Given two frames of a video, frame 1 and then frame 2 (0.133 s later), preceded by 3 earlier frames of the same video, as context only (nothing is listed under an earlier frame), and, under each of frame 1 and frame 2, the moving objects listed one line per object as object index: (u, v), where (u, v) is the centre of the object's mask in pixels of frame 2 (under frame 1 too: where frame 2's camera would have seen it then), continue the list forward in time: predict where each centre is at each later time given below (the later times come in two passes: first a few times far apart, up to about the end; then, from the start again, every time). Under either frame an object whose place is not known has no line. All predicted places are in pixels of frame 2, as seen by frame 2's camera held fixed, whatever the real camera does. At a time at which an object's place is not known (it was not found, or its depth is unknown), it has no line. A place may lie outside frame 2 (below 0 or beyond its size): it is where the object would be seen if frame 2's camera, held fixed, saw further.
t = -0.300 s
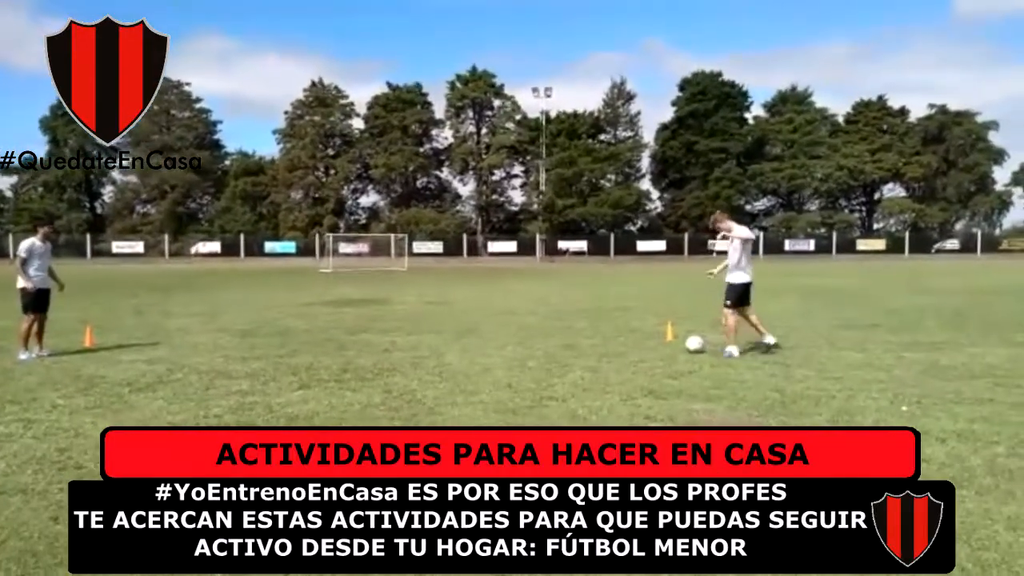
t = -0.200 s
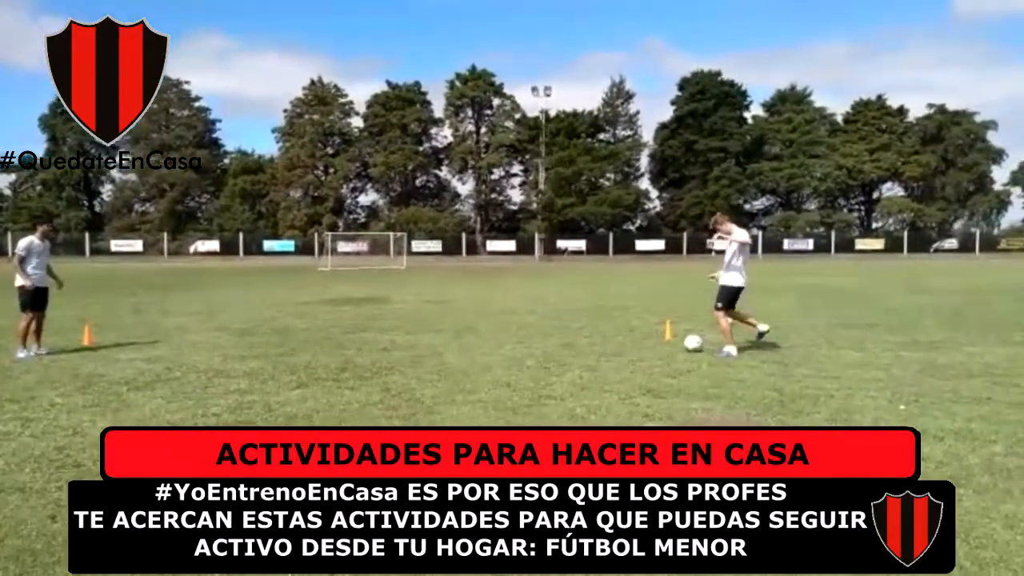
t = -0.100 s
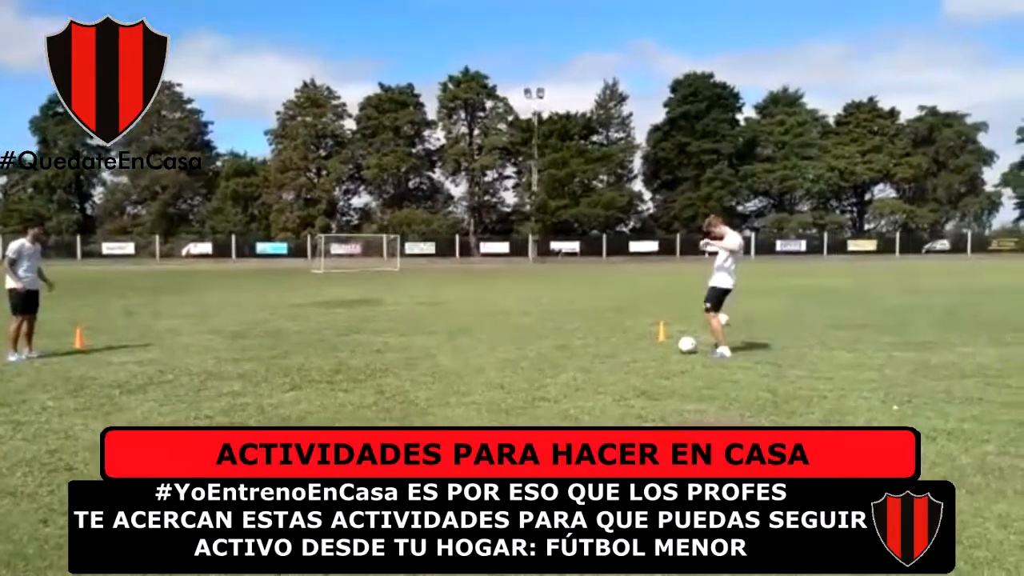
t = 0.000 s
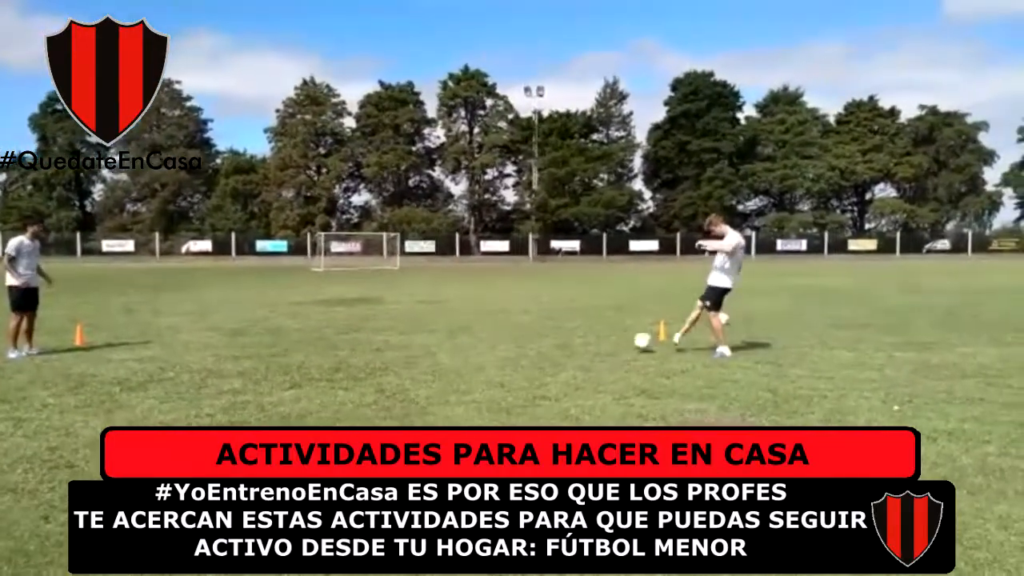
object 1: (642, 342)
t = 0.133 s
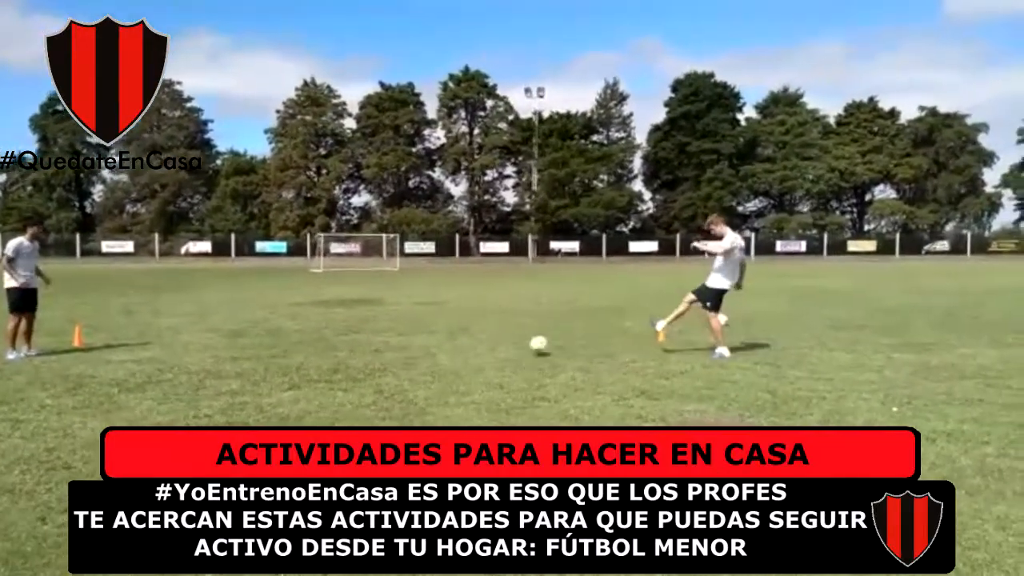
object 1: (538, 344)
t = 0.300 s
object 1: (424, 346)
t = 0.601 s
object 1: (244, 349)
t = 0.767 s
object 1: (170, 343)
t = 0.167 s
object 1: (513, 347)
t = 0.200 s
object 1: (489, 348)
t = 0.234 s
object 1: (468, 347)
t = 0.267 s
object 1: (445, 346)
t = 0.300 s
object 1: (424, 346)
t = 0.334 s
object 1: (402, 347)
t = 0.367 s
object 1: (379, 348)
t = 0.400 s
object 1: (358, 349)
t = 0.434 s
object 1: (339, 347)
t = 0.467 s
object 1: (320, 347)
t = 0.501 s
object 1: (301, 347)
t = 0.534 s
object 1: (281, 348)
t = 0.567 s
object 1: (262, 349)
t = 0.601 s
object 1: (244, 349)
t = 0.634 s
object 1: (230, 346)
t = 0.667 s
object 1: (215, 344)
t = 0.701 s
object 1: (200, 343)
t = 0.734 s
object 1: (184, 342)
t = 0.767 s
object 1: (170, 343)
